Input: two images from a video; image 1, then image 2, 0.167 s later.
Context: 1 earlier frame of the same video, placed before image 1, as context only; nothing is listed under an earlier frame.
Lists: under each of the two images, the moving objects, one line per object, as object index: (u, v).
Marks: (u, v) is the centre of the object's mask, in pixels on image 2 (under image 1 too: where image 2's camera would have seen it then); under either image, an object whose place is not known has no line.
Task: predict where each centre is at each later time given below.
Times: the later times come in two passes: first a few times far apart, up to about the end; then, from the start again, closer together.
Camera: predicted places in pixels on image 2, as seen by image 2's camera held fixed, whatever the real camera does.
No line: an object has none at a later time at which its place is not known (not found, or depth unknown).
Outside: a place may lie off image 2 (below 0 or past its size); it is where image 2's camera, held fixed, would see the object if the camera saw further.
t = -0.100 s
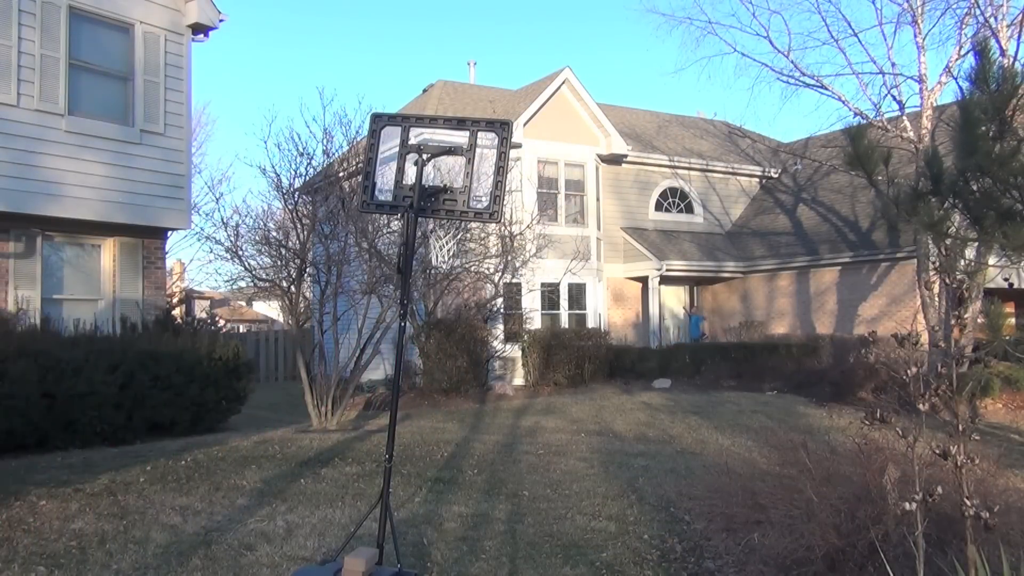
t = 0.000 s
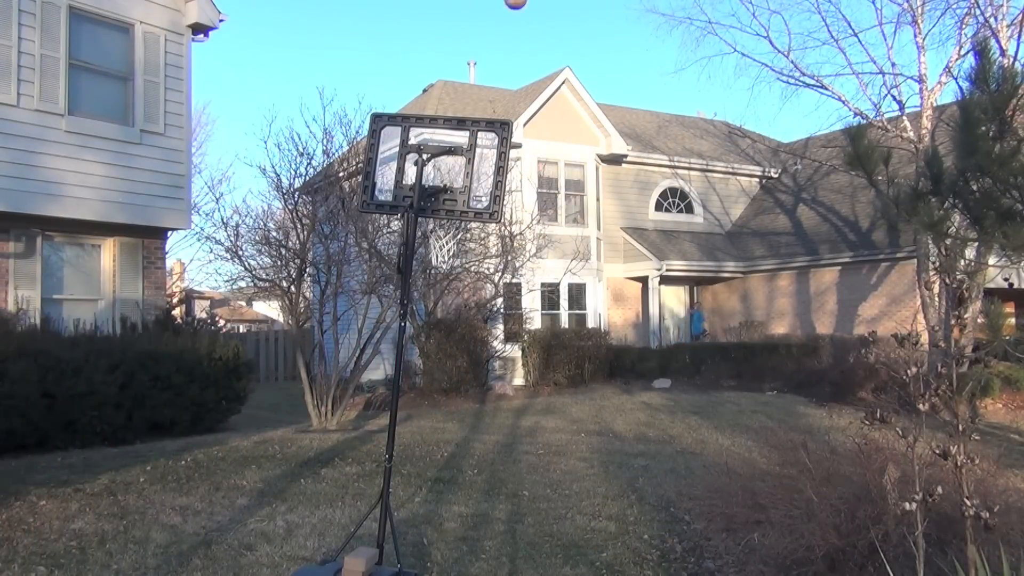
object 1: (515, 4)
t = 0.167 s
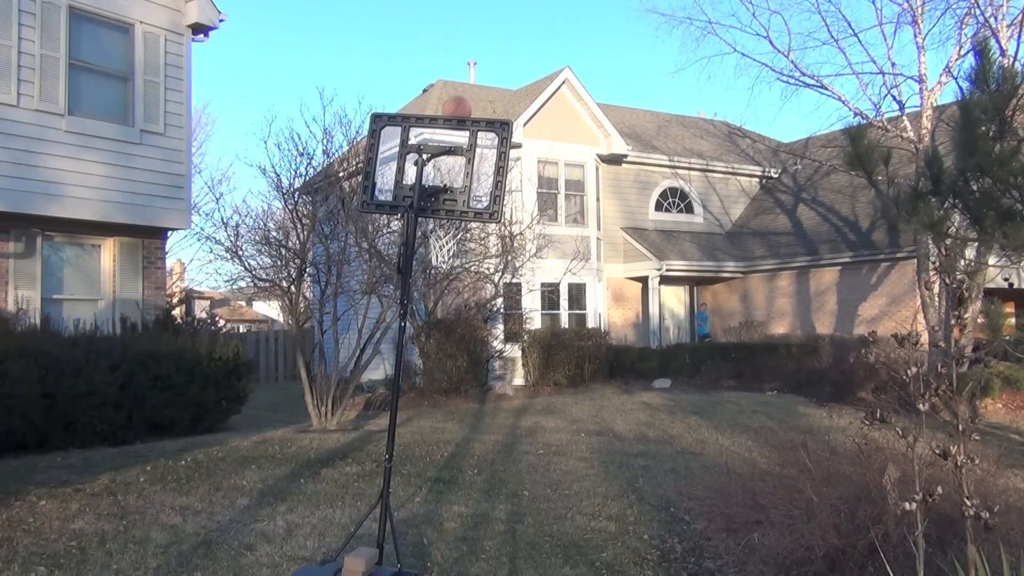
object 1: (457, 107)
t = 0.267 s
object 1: (449, 221)
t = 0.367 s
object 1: (424, 244)
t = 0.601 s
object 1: (342, 366)
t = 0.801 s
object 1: (264, 551)
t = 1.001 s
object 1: (207, 502)
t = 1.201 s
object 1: (155, 481)
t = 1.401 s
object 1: (103, 539)
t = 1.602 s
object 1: (50, 551)
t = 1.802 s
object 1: (8, 557)
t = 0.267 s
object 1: (449, 221)
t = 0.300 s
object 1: (440, 226)
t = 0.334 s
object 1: (430, 233)
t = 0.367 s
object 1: (424, 244)
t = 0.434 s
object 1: (393, 275)
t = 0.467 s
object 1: (388, 290)
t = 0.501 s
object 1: (381, 307)
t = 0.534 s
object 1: (368, 324)
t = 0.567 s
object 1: (356, 344)
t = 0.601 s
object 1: (342, 366)
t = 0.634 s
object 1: (330, 391)
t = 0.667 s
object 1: (316, 417)
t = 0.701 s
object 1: (304, 447)
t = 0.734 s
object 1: (290, 479)
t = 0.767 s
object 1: (277, 513)
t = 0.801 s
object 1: (264, 551)
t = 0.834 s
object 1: (251, 569)
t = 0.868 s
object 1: (243, 558)
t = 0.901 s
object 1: (234, 540)
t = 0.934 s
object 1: (226, 525)
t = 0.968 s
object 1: (217, 512)
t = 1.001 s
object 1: (207, 502)
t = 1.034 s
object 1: (198, 493)
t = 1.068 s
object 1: (190, 486)
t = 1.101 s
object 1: (181, 481)
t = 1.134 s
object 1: (173, 479)
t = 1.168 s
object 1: (163, 479)
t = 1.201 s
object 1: (155, 481)
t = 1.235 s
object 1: (146, 486)
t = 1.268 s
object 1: (138, 492)
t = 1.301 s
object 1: (129, 501)
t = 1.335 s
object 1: (119, 512)
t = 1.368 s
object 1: (112, 524)
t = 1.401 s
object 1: (103, 539)
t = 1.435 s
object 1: (95, 555)
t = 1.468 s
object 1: (86, 563)
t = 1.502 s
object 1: (77, 559)
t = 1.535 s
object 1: (68, 554)
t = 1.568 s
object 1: (59, 551)
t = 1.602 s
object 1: (50, 551)
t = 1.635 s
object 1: (41, 552)
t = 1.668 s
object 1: (32, 556)
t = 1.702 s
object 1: (24, 560)
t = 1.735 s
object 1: (16, 561)
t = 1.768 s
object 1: (12, 559)
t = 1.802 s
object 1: (8, 557)
